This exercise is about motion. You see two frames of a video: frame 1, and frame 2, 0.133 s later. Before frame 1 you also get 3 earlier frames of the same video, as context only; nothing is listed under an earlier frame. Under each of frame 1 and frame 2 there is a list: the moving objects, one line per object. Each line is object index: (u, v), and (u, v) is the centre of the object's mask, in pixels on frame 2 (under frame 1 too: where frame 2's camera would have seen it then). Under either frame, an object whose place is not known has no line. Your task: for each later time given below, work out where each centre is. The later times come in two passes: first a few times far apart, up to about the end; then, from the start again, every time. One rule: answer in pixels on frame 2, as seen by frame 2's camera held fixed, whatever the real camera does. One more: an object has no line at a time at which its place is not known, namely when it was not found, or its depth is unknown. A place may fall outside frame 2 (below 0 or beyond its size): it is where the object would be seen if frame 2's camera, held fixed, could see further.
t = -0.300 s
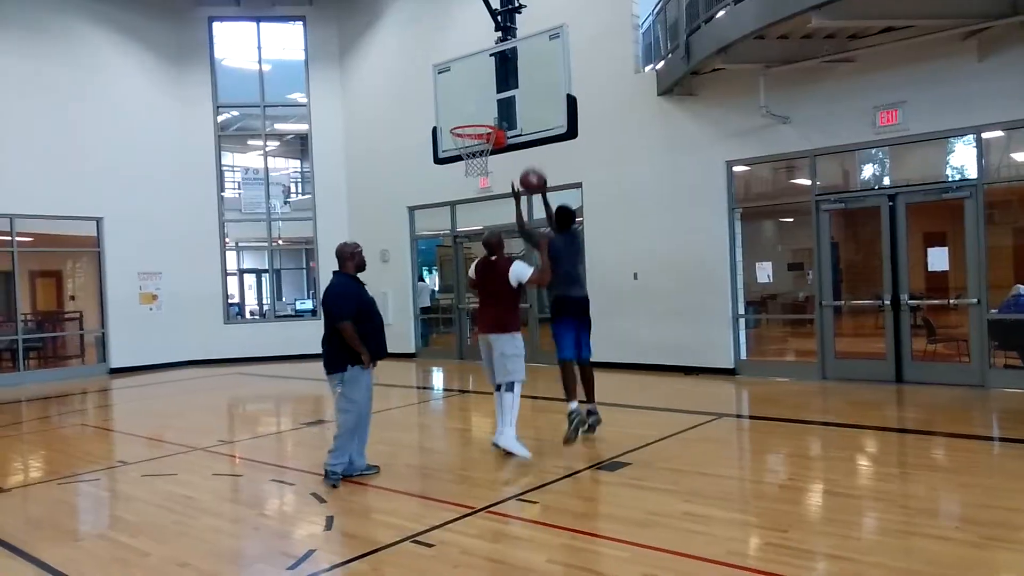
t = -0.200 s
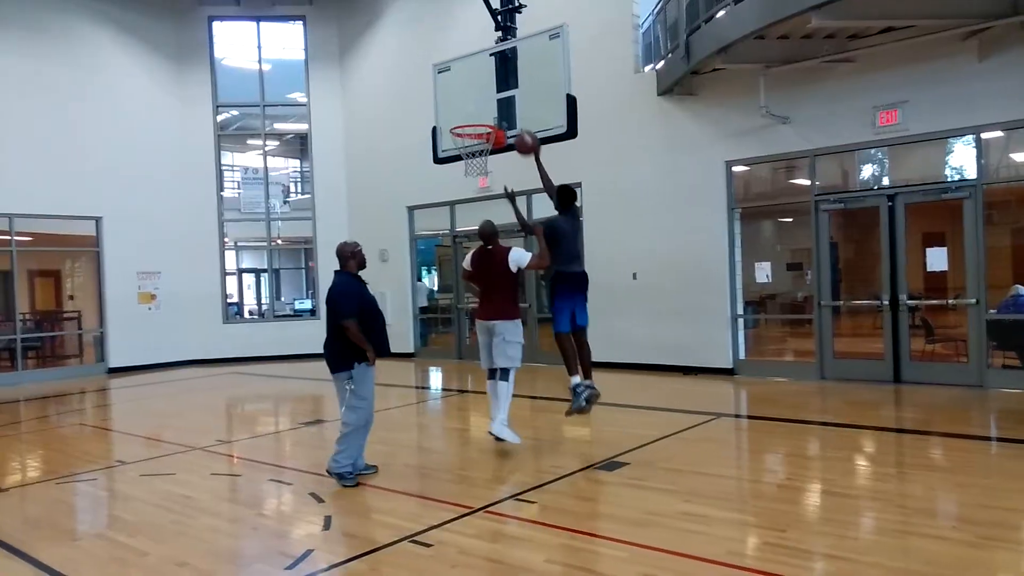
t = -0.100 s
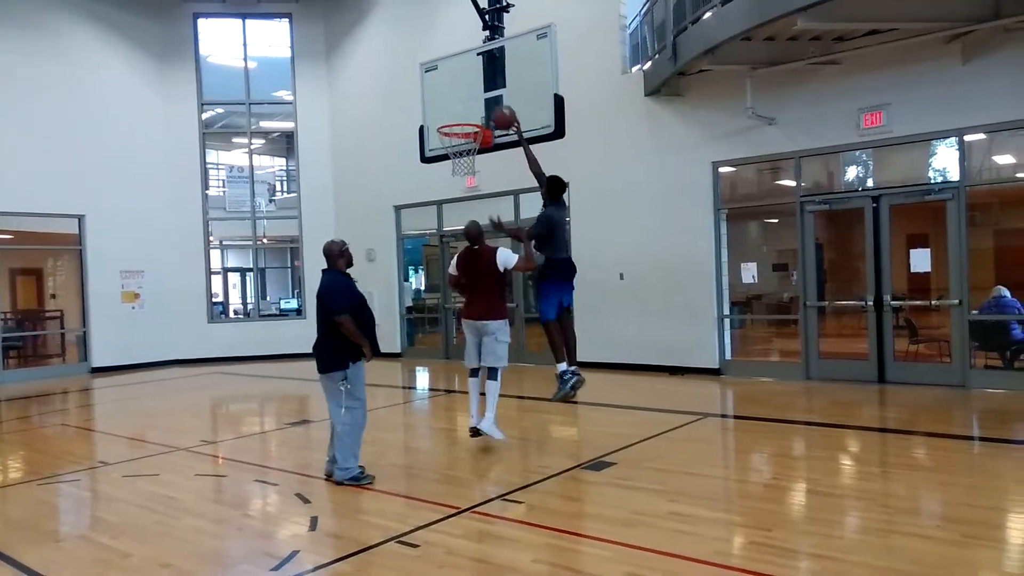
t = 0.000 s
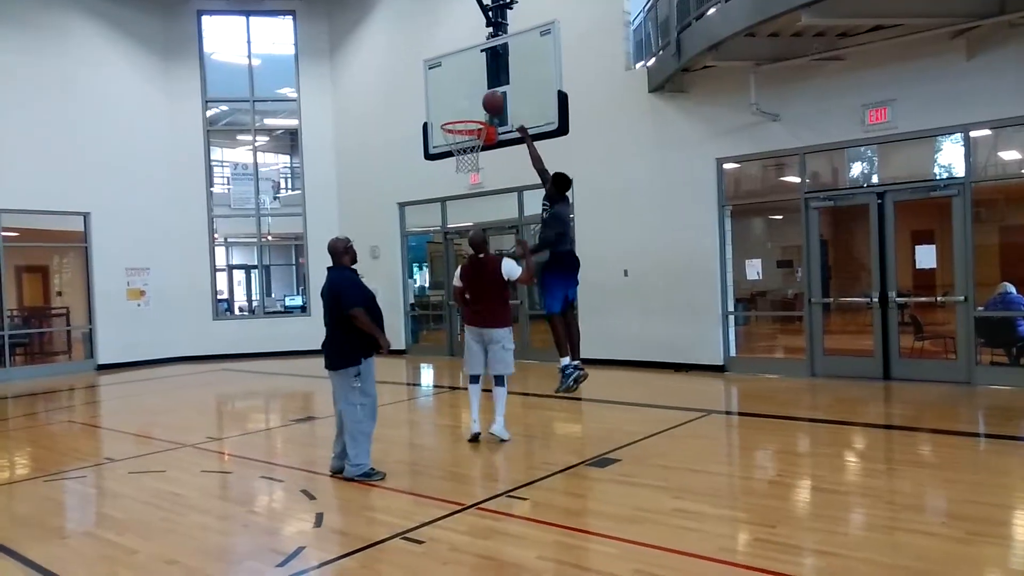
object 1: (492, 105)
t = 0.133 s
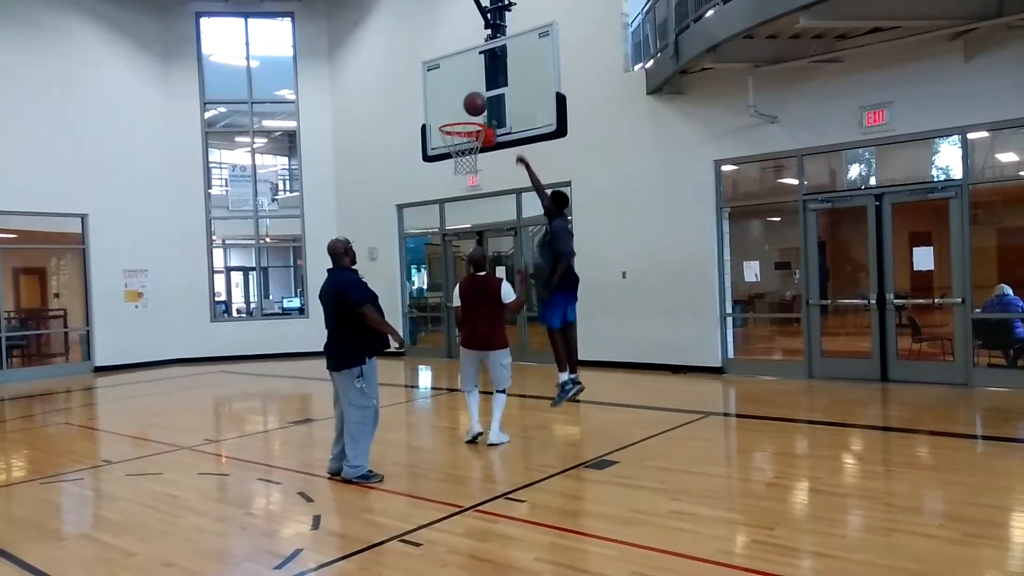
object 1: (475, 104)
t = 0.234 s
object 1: (463, 113)
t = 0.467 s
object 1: (454, 167)
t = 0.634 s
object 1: (460, 209)
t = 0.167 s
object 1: (471, 107)
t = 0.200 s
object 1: (466, 110)
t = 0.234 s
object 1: (463, 113)
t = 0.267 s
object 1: (459, 120)
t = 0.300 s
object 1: (454, 127)
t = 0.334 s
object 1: (451, 136)
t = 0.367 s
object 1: (451, 144)
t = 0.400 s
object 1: (451, 152)
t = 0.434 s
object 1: (452, 158)
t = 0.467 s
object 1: (454, 167)
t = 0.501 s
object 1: (455, 172)
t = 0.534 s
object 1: (456, 179)
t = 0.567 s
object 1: (457, 188)
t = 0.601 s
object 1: (459, 198)
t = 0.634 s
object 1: (460, 209)
